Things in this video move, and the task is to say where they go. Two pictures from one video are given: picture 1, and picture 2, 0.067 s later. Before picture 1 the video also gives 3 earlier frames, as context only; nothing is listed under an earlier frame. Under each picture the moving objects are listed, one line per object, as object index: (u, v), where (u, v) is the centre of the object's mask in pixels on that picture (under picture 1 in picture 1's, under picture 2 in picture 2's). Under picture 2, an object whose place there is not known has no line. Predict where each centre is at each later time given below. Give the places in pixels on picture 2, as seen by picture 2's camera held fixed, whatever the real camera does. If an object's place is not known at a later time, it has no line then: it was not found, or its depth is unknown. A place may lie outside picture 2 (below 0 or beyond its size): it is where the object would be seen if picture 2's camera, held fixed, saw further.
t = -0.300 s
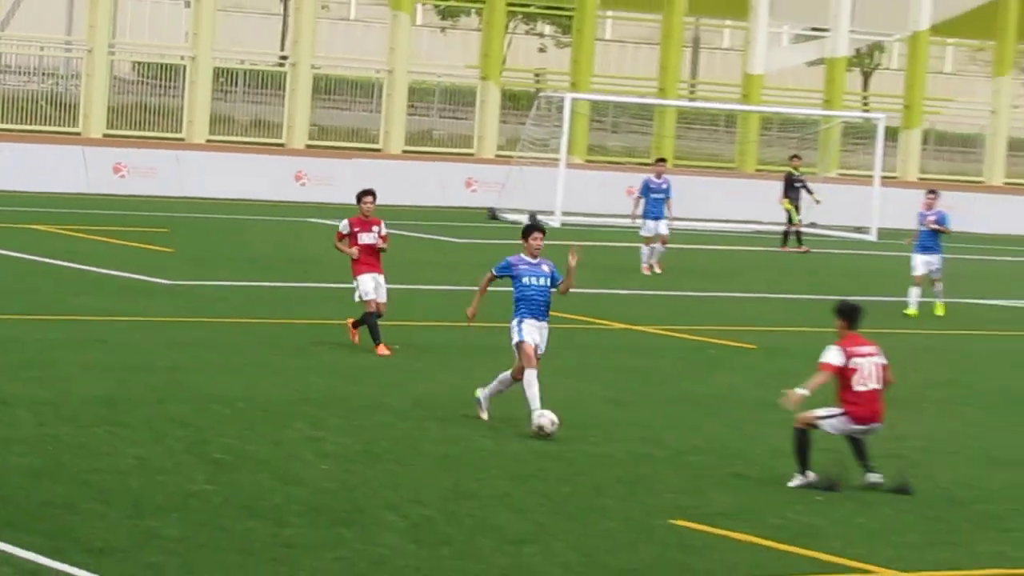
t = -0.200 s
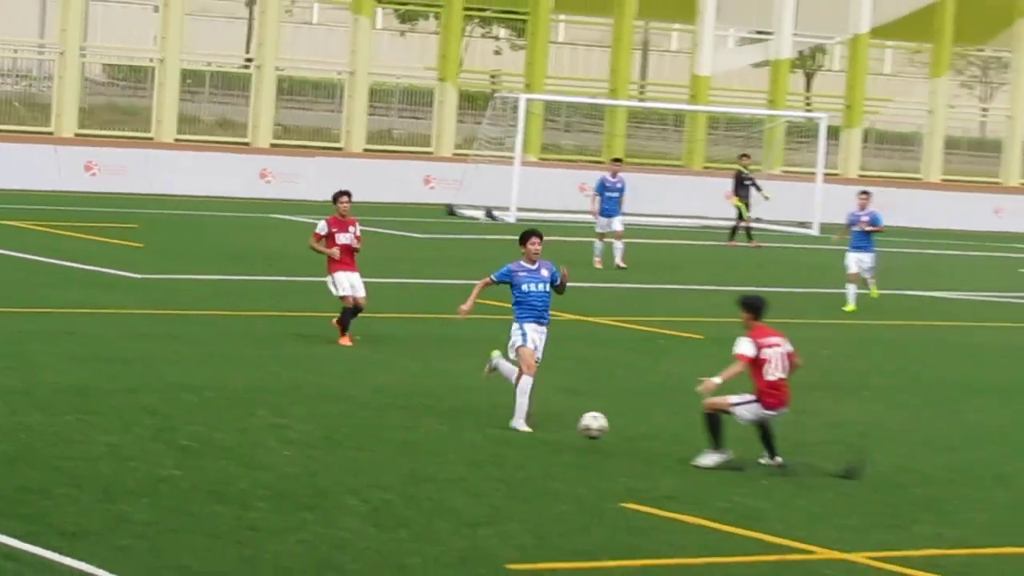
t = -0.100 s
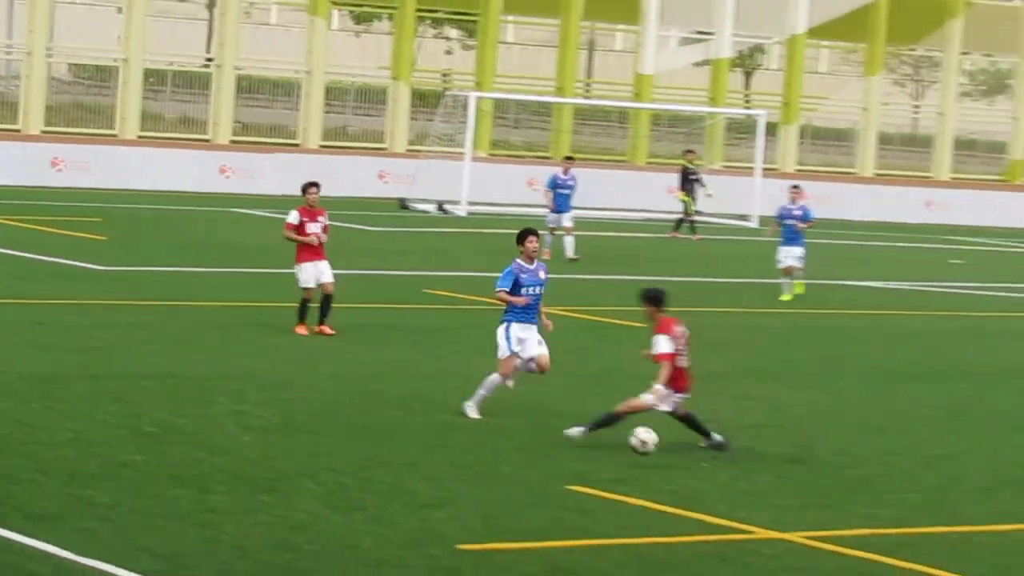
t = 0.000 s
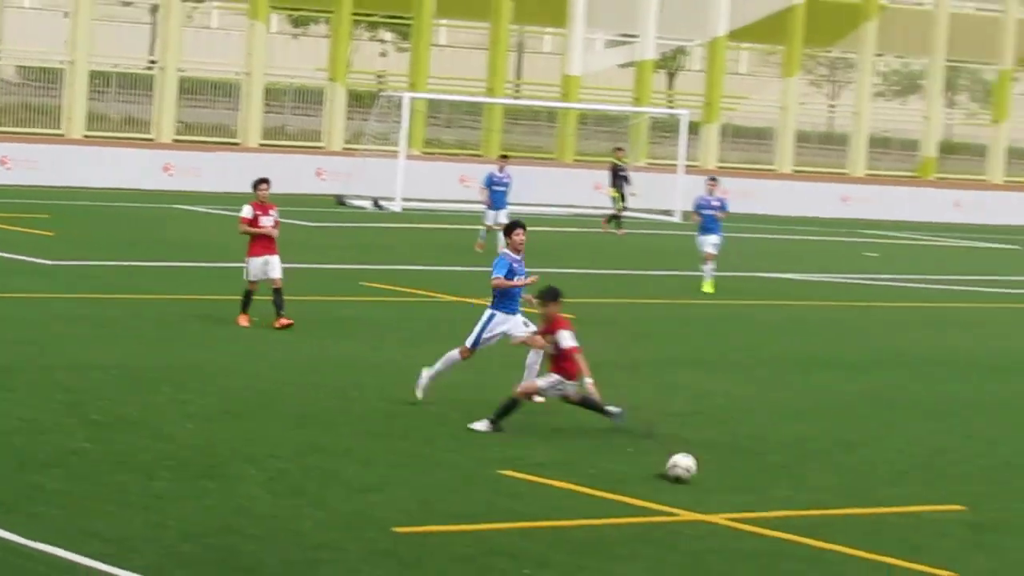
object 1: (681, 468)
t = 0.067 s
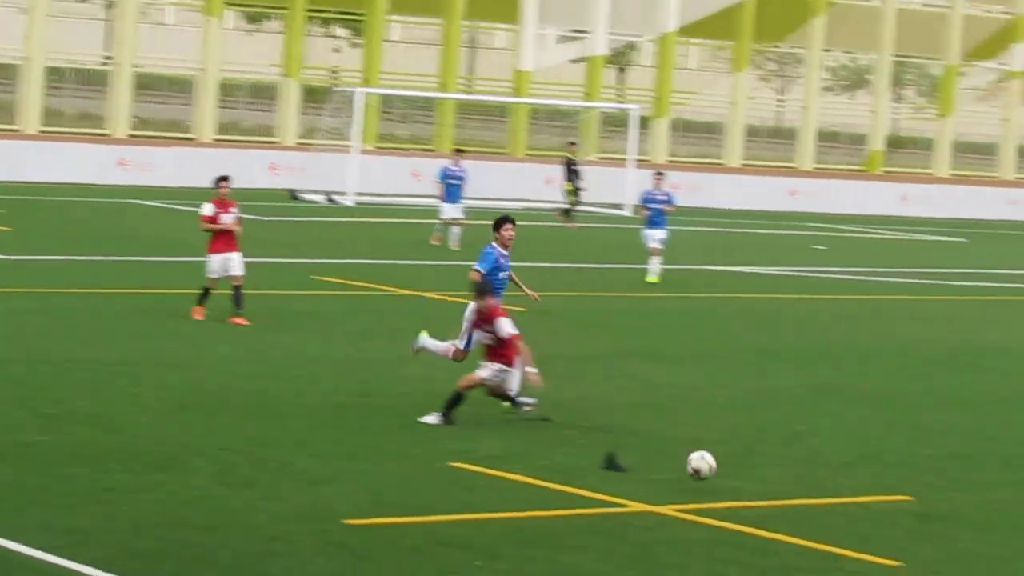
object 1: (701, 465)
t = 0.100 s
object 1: (740, 471)
